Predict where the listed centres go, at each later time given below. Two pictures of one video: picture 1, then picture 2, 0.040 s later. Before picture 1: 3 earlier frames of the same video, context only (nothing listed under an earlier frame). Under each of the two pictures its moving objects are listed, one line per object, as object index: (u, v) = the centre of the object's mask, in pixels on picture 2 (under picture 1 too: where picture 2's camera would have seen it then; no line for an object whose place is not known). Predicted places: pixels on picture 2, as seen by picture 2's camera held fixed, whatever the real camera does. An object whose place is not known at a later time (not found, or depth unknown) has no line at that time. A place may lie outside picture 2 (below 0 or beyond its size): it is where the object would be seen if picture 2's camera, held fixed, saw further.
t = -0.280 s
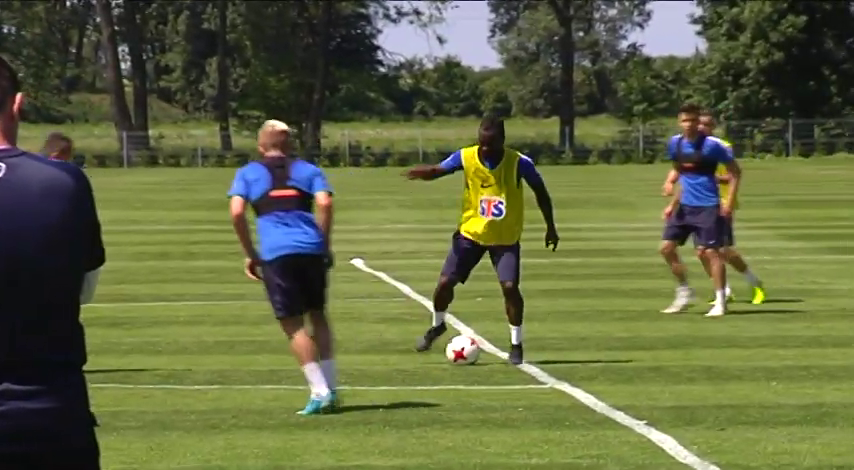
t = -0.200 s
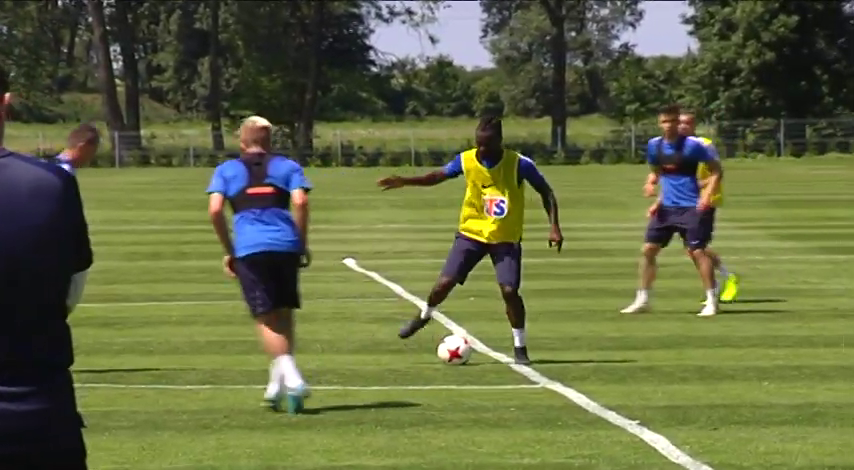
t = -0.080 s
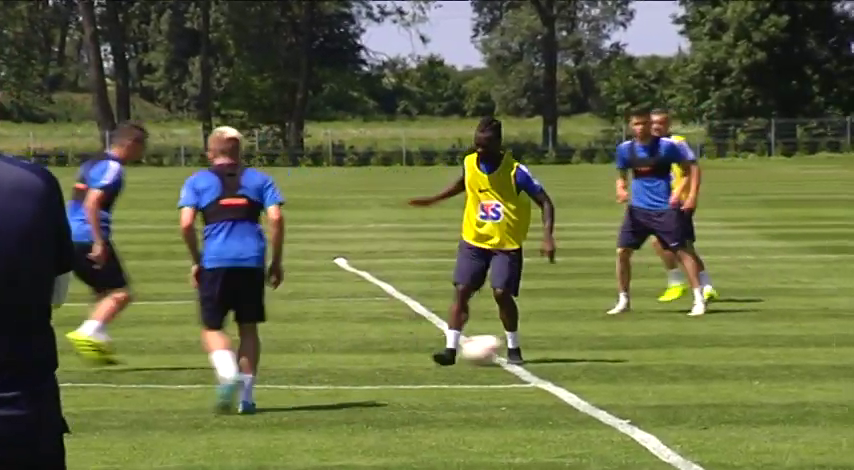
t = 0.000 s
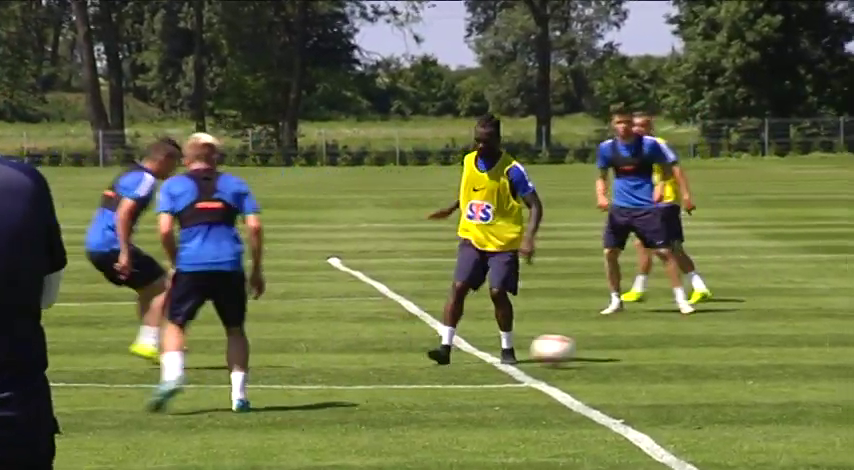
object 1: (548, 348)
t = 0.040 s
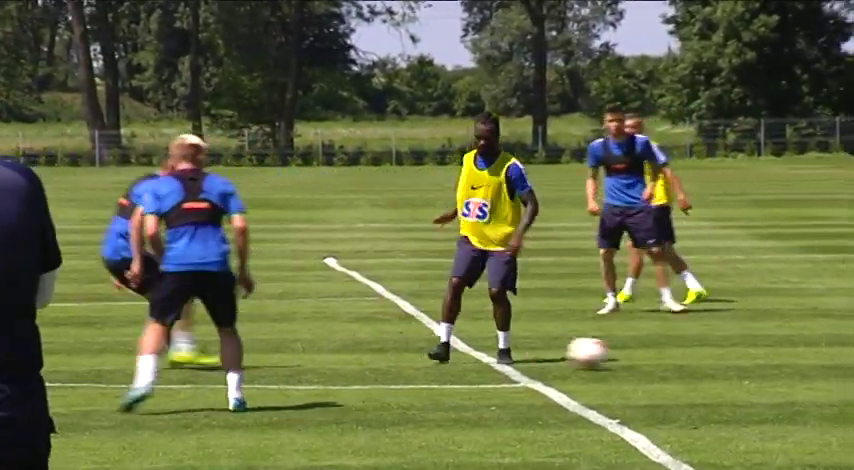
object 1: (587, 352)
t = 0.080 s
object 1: (626, 355)
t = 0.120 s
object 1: (661, 355)
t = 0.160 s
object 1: (695, 357)
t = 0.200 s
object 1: (730, 360)
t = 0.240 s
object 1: (760, 360)
